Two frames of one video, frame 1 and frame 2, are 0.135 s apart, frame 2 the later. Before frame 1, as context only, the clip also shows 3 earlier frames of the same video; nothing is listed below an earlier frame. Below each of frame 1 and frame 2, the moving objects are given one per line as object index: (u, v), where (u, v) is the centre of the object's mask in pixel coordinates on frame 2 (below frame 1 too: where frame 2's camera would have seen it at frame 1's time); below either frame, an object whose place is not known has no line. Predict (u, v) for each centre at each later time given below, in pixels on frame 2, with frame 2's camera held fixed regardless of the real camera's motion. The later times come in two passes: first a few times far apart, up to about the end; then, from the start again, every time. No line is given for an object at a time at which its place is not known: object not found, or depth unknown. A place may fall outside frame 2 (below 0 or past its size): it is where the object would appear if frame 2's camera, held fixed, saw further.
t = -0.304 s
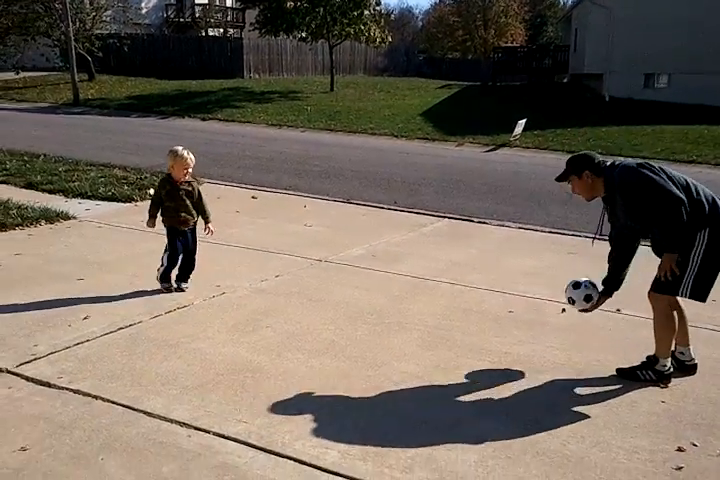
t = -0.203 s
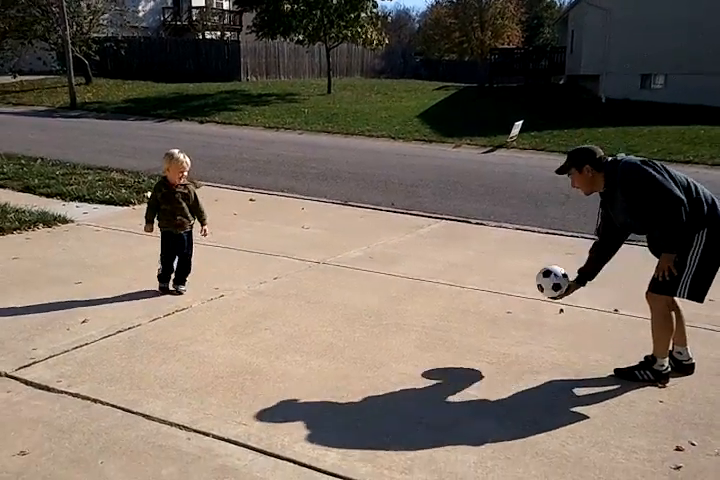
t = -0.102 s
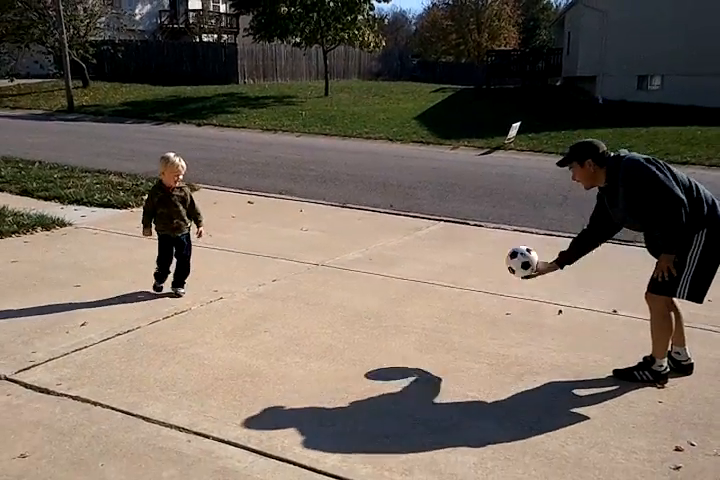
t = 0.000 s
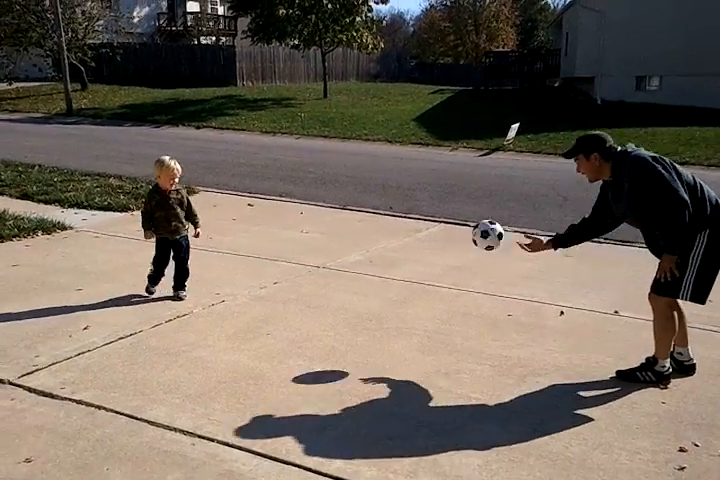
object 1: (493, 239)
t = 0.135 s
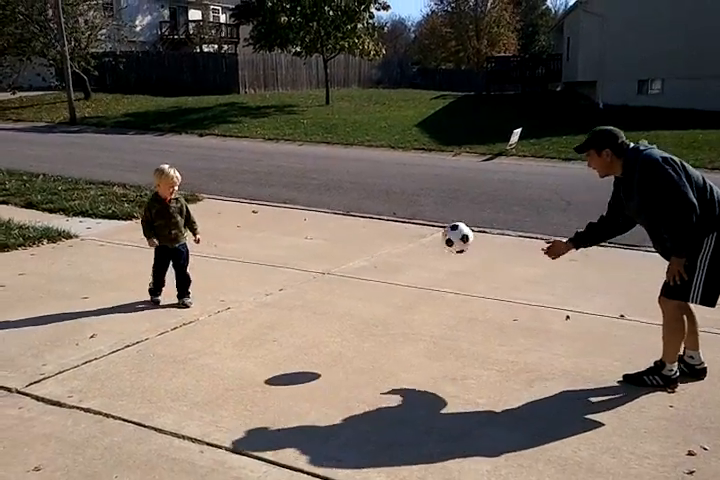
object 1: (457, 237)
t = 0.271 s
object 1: (423, 263)
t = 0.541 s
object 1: (368, 294)
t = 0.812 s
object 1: (331, 259)
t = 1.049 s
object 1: (301, 311)
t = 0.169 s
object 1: (449, 241)
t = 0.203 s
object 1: (440, 246)
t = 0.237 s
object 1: (431, 253)
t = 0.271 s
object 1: (423, 263)
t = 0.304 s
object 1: (415, 273)
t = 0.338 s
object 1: (406, 285)
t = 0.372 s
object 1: (397, 299)
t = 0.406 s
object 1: (389, 315)
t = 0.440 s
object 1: (382, 332)
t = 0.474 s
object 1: (377, 318)
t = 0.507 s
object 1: (372, 305)
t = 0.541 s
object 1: (368, 294)
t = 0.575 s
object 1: (363, 284)
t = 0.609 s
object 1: (358, 275)
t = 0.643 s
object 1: (354, 269)
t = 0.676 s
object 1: (349, 263)
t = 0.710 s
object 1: (345, 259)
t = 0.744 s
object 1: (340, 257)
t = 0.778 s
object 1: (335, 258)
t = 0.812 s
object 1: (331, 259)
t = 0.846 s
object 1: (326, 262)
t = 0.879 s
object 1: (322, 266)
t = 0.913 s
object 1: (317, 272)
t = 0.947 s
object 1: (313, 280)
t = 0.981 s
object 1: (310, 289)
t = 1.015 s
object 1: (305, 299)
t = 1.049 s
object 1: (301, 311)
